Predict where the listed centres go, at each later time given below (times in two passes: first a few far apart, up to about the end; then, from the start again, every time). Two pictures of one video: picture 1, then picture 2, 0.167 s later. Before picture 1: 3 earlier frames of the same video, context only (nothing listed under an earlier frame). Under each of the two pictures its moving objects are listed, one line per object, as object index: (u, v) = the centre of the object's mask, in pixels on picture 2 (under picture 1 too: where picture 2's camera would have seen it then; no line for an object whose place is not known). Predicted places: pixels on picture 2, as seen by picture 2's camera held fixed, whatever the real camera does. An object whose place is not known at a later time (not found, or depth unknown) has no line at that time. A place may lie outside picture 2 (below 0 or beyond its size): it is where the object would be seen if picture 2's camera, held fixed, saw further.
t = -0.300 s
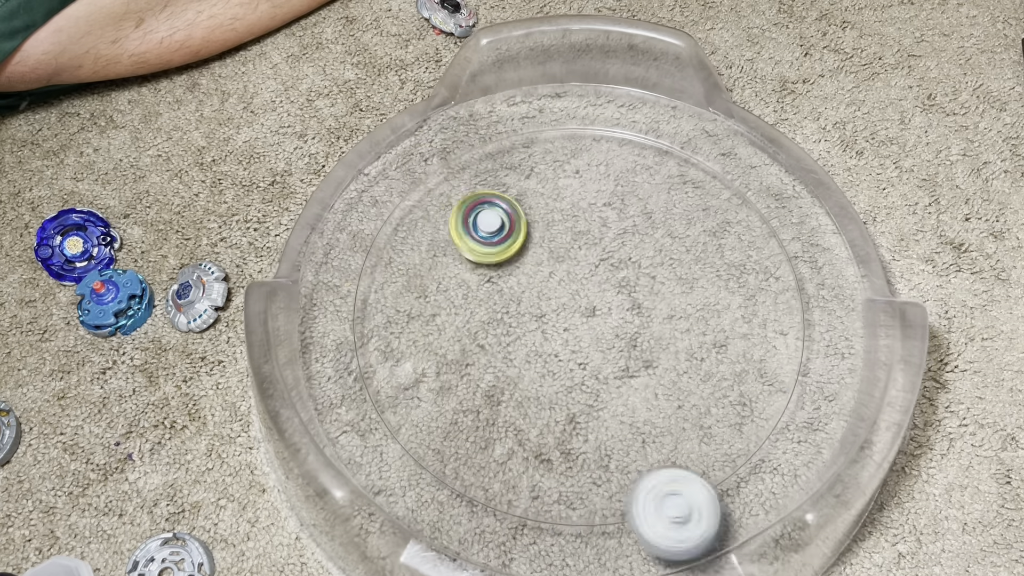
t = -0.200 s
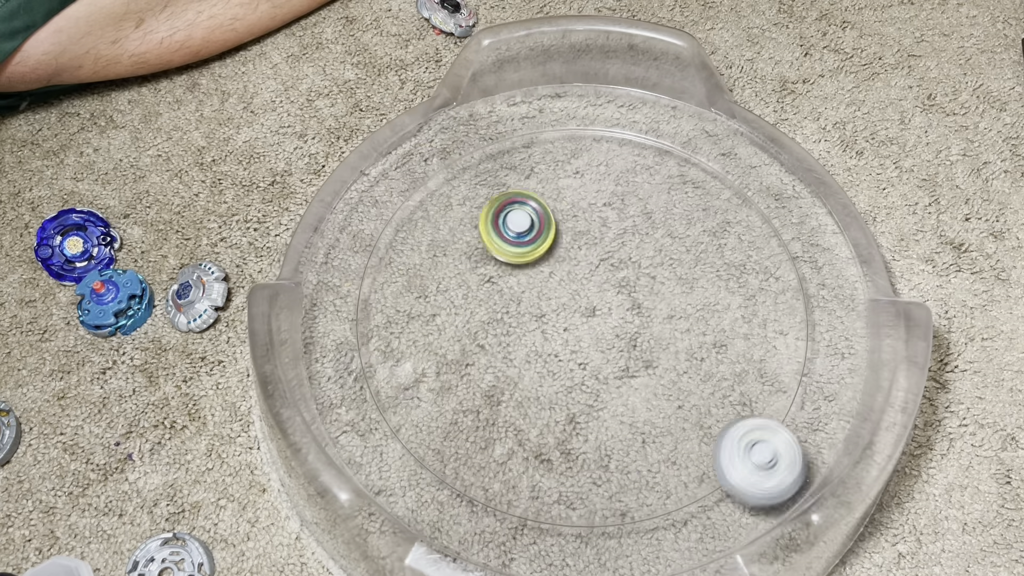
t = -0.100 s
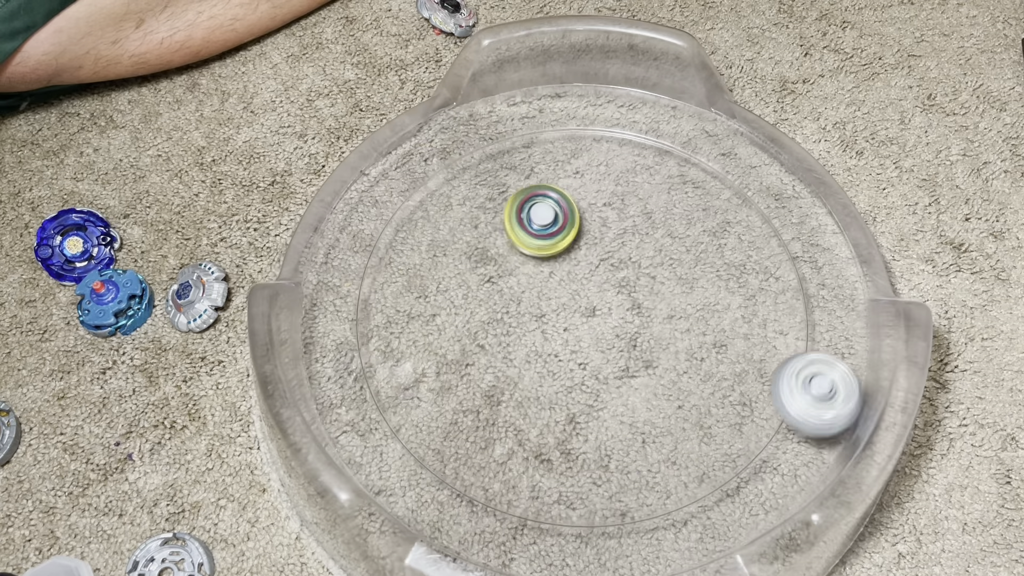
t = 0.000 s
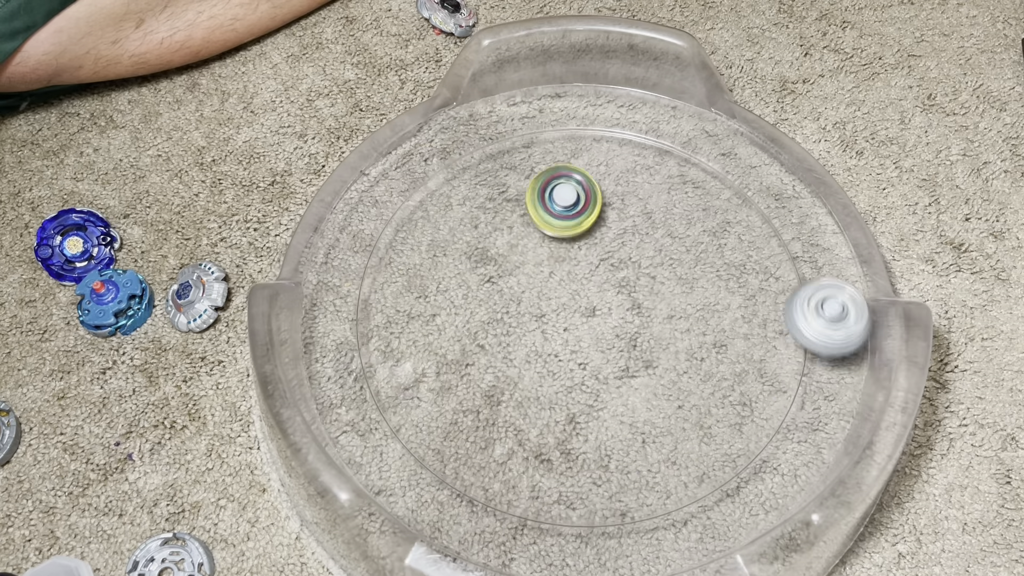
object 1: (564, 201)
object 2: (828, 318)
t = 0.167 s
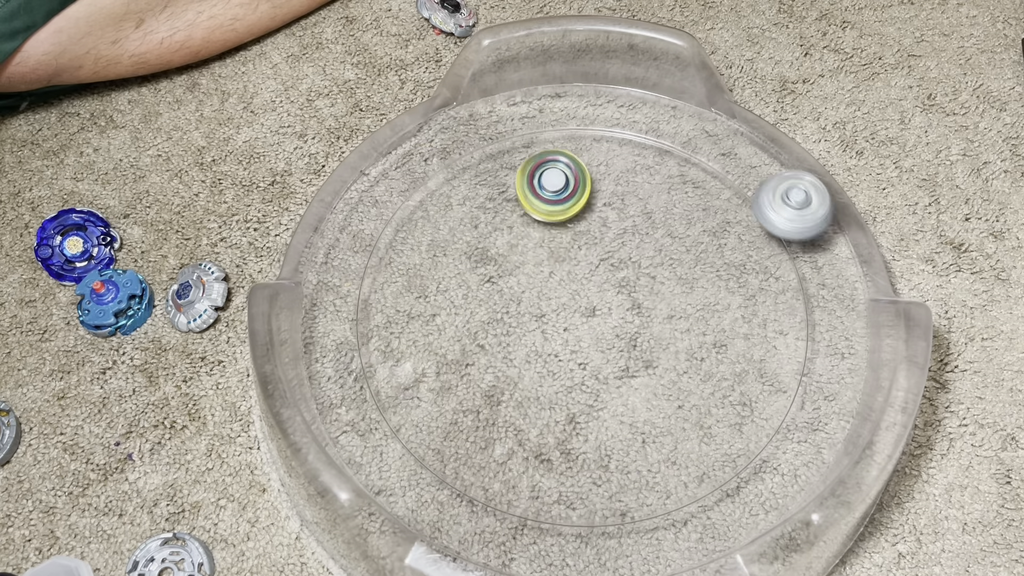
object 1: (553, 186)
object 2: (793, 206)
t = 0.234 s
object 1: (548, 200)
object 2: (765, 172)
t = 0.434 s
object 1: (623, 234)
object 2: (644, 123)
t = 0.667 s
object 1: (614, 191)
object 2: (482, 186)
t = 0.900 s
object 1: (663, 291)
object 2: (445, 355)
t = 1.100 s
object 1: (718, 235)
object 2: (572, 455)
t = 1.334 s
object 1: (610, 295)
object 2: (734, 388)
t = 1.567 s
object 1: (718, 394)
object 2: (697, 247)
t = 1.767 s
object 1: (737, 310)
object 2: (577, 219)
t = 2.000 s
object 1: (567, 328)
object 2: (471, 309)
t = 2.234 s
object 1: (569, 486)
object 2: (481, 400)
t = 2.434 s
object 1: (668, 456)
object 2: (553, 420)
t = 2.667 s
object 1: (829, 309)
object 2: (369, 250)
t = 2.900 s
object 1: (683, 185)
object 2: (339, 270)
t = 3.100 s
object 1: (511, 227)
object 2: (383, 325)
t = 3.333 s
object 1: (501, 351)
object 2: (457, 475)
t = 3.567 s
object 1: (652, 381)
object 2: (614, 524)
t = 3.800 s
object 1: (720, 264)
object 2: (668, 518)
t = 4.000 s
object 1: (619, 221)
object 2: (725, 451)
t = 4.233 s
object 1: (525, 313)
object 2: (698, 356)
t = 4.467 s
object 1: (582, 423)
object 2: (597, 296)
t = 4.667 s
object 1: (685, 398)
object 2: (511, 297)
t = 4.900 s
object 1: (642, 290)
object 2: (466, 332)
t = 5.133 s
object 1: (515, 286)
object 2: (478, 350)
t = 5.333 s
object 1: (469, 273)
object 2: (521, 438)
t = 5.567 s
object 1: (488, 314)
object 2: (637, 408)
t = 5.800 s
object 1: (577, 280)
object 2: (681, 327)
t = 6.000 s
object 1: (578, 222)
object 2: (770, 300)
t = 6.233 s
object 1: (577, 218)
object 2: (748, 231)
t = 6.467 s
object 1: (620, 274)
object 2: (669, 215)
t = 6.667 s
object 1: (633, 367)
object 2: (604, 209)
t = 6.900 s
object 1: (702, 393)
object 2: (541, 286)
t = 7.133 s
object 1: (662, 343)
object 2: (545, 375)
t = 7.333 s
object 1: (573, 337)
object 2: (589, 419)
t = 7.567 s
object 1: (494, 368)
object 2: (625, 415)
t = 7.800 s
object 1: (519, 397)
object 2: (629, 390)
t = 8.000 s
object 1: (536, 343)
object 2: (668, 348)
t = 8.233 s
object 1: (529, 270)
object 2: (641, 282)
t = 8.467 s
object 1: (508, 237)
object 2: (584, 258)
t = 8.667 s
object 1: (484, 269)
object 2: (591, 275)
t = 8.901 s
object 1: (508, 328)
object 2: (634, 275)
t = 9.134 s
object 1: (599, 353)
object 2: (624, 272)
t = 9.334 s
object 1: (656, 461)
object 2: (599, 219)
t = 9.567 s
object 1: (703, 460)
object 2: (566, 276)
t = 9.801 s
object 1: (699, 372)
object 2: (571, 345)
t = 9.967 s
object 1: (668, 310)
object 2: (592, 380)
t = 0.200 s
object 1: (548, 191)
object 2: (780, 188)
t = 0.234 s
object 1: (548, 200)
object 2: (765, 172)
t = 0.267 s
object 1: (554, 210)
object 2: (747, 158)
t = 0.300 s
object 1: (562, 220)
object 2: (729, 146)
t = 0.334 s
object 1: (573, 228)
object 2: (709, 137)
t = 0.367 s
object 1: (588, 234)
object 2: (688, 131)
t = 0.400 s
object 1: (604, 236)
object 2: (666, 126)
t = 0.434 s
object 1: (623, 234)
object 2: (644, 123)
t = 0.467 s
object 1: (638, 230)
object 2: (620, 122)
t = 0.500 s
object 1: (648, 221)
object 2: (590, 127)
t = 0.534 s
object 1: (653, 210)
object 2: (565, 134)
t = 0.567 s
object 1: (652, 197)
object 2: (543, 144)
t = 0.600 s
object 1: (644, 188)
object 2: (522, 155)
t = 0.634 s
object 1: (630, 185)
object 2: (501, 170)
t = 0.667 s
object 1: (614, 191)
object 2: (482, 186)
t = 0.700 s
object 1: (603, 204)
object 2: (466, 206)
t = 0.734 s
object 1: (599, 221)
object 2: (452, 228)
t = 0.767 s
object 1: (602, 240)
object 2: (442, 252)
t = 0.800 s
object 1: (611, 260)
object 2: (436, 278)
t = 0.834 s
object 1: (626, 275)
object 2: (434, 303)
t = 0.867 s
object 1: (643, 286)
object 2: (437, 329)
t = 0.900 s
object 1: (663, 291)
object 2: (445, 355)
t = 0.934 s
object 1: (685, 291)
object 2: (457, 379)
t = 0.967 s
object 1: (702, 285)
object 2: (473, 400)
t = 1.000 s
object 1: (715, 275)
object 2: (494, 419)
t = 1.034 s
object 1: (724, 262)
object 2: (518, 435)
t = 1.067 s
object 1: (725, 248)
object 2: (544, 447)
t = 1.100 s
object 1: (718, 235)
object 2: (572, 455)
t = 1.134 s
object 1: (704, 227)
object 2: (601, 458)
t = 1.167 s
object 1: (685, 225)
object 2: (629, 456)
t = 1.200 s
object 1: (665, 230)
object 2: (657, 450)
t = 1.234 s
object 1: (646, 240)
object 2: (682, 439)
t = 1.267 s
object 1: (630, 255)
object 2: (703, 425)
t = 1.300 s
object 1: (617, 274)
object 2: (721, 407)
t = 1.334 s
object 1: (610, 295)
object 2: (734, 388)
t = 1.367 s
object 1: (609, 318)
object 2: (743, 366)
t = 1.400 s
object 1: (614, 339)
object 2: (747, 344)
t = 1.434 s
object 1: (626, 360)
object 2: (746, 322)
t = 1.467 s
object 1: (643, 379)
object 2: (740, 300)
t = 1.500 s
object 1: (666, 391)
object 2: (729, 280)
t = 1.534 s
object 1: (692, 397)
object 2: (715, 262)
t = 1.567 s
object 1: (718, 394)
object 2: (697, 247)
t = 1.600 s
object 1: (740, 383)
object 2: (678, 234)
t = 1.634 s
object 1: (756, 368)
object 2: (657, 226)
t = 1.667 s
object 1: (761, 351)
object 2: (634, 219)
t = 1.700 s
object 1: (760, 343)
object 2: (623, 217)
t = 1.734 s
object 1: (752, 326)
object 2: (600, 217)
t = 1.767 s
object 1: (737, 310)
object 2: (577, 219)
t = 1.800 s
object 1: (716, 297)
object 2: (555, 224)
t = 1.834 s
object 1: (691, 290)
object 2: (535, 232)
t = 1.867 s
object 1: (664, 287)
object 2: (517, 243)
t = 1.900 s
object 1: (637, 290)
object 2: (500, 257)
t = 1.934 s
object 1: (611, 298)
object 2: (487, 272)
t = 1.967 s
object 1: (587, 311)
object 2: (477, 290)
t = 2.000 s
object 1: (567, 328)
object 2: (471, 309)
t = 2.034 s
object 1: (552, 349)
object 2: (467, 328)
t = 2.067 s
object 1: (544, 372)
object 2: (465, 343)
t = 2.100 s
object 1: (546, 395)
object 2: (459, 356)
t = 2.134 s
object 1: (543, 418)
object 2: (460, 365)
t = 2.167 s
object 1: (545, 441)
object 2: (465, 379)
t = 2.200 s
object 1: (554, 464)
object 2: (472, 390)
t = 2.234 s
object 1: (569, 486)
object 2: (481, 400)
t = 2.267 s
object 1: (587, 503)
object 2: (490, 409)
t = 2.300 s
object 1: (610, 507)
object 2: (502, 416)
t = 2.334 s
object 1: (636, 496)
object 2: (514, 420)
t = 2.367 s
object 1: (651, 486)
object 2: (527, 423)
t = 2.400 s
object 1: (663, 474)
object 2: (540, 422)
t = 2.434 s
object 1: (668, 456)
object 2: (553, 420)
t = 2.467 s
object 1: (669, 436)
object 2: (564, 415)
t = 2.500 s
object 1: (665, 415)
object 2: (575, 410)
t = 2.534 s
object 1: (732, 403)
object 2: (528, 374)
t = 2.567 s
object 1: (799, 389)
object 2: (472, 338)
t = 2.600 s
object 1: (820, 361)
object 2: (426, 309)
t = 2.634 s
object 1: (833, 336)
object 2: (396, 274)
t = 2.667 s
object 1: (829, 309)
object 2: (369, 250)
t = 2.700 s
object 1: (821, 284)
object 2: (346, 231)
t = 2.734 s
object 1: (808, 261)
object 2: (331, 222)
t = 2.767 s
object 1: (790, 239)
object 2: (322, 224)
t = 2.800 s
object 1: (766, 218)
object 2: (323, 237)
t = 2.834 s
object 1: (740, 202)
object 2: (325, 251)
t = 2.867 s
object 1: (712, 191)
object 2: (330, 261)
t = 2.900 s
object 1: (683, 185)
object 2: (339, 270)
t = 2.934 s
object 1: (652, 182)
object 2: (346, 277)
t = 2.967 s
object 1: (621, 183)
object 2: (352, 284)
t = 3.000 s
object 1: (591, 188)
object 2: (357, 291)
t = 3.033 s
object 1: (562, 198)
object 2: (364, 302)
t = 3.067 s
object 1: (535, 211)
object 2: (374, 315)
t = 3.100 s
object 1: (511, 227)
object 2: (383, 325)
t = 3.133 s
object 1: (490, 247)
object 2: (395, 335)
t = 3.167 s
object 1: (473, 269)
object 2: (409, 345)
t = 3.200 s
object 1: (462, 292)
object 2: (424, 356)
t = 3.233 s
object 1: (471, 296)
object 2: (415, 398)
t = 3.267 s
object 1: (480, 310)
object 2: (418, 431)
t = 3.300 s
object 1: (489, 329)
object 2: (433, 457)
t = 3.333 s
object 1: (501, 351)
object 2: (457, 475)
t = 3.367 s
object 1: (513, 369)
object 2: (484, 486)
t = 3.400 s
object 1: (529, 387)
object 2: (511, 492)
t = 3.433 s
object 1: (549, 401)
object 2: (538, 495)
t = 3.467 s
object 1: (571, 409)
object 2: (564, 495)
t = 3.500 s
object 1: (594, 413)
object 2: (591, 491)
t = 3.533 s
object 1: (623, 405)
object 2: (609, 497)
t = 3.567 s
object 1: (652, 381)
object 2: (614, 524)
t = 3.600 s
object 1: (677, 363)
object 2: (616, 546)
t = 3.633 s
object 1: (699, 347)
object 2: (622, 552)
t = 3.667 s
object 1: (714, 332)
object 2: (628, 545)
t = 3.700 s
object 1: (724, 316)
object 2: (637, 538)
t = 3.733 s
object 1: (728, 298)
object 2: (648, 531)
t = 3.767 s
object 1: (726, 280)
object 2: (659, 524)
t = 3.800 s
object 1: (720, 264)
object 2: (668, 518)
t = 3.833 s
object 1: (709, 249)
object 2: (678, 513)
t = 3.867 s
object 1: (695, 236)
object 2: (689, 506)
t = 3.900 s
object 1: (678, 227)
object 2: (703, 494)
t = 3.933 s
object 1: (659, 221)
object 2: (715, 479)
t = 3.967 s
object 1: (639, 219)
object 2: (722, 465)
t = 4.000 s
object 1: (619, 221)
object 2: (725, 451)
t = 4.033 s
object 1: (599, 226)
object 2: (726, 439)
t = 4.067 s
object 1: (581, 234)
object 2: (725, 427)
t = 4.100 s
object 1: (564, 246)
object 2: (723, 414)
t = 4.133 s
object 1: (550, 261)
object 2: (720, 399)
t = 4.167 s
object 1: (538, 277)
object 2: (715, 384)
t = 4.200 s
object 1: (530, 295)
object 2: (708, 370)
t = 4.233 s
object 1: (525, 313)
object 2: (698, 356)
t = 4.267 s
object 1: (522, 332)
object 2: (686, 343)
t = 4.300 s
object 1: (524, 351)
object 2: (673, 331)
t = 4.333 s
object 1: (529, 369)
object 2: (659, 321)
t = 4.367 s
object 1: (537, 386)
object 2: (644, 313)
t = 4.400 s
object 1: (550, 401)
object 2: (628, 306)
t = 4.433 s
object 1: (565, 414)
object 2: (612, 300)
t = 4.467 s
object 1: (582, 423)
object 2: (597, 296)
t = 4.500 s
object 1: (601, 429)
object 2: (581, 293)
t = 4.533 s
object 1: (622, 431)
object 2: (566, 292)
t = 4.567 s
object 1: (640, 429)
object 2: (551, 291)
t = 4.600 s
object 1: (659, 422)
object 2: (537, 292)
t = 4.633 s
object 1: (674, 412)
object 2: (524, 294)
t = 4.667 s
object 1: (685, 398)
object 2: (511, 297)
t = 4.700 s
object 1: (691, 381)
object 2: (500, 302)
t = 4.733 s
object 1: (694, 364)
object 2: (489, 306)
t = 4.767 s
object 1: (691, 346)
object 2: (480, 311)
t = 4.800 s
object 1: (683, 330)
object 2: (474, 317)
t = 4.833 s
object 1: (673, 314)
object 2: (470, 322)
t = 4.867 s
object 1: (659, 301)
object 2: (467, 328)
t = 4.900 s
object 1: (642, 290)
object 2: (466, 332)
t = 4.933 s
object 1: (624, 281)
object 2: (466, 336)
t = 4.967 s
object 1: (606, 275)
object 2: (467, 339)
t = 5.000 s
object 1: (586, 272)
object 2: (469, 342)
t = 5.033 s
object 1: (566, 272)
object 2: (471, 344)
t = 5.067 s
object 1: (548, 274)
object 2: (473, 346)
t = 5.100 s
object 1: (531, 279)
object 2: (475, 347)
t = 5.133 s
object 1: (515, 286)
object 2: (478, 350)
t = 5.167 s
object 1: (506, 283)
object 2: (475, 363)
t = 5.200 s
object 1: (496, 287)
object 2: (479, 370)
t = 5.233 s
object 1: (486, 295)
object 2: (484, 374)
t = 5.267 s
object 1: (479, 297)
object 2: (492, 386)
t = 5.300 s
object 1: (473, 281)
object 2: (504, 418)
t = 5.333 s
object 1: (469, 273)
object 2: (521, 438)
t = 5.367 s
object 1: (464, 272)
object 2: (541, 448)
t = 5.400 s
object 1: (460, 276)
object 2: (561, 450)
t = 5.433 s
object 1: (458, 283)
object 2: (580, 446)
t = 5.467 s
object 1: (460, 292)
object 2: (597, 439)
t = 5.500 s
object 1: (465, 300)
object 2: (613, 431)
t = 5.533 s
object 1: (475, 308)
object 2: (627, 420)
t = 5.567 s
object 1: (488, 314)
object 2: (637, 408)
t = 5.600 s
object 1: (504, 318)
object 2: (646, 395)
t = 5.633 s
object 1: (520, 319)
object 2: (653, 382)
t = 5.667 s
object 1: (536, 317)
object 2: (657, 369)
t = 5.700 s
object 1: (552, 312)
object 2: (660, 355)
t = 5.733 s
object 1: (566, 306)
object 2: (661, 341)
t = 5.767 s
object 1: (580, 298)
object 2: (660, 328)
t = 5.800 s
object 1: (577, 280)
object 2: (681, 327)
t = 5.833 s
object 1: (568, 263)
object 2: (716, 340)
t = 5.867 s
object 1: (567, 252)
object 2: (738, 342)
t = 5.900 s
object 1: (568, 244)
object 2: (753, 338)
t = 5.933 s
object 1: (572, 237)
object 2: (762, 327)
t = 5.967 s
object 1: (576, 229)
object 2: (767, 313)
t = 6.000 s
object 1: (578, 222)
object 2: (770, 300)
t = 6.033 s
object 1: (579, 215)
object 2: (771, 287)
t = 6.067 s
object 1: (579, 210)
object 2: (770, 275)
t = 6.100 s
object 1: (578, 206)
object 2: (768, 263)
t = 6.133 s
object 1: (577, 205)
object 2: (765, 253)
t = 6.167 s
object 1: (576, 208)
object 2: (760, 244)
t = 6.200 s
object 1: (576, 212)
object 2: (754, 237)
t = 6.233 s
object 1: (577, 218)
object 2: (748, 231)
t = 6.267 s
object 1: (578, 225)
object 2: (740, 226)
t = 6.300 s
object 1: (582, 234)
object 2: (732, 222)
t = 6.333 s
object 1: (587, 242)
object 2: (723, 219)
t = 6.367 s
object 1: (594, 251)
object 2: (712, 216)
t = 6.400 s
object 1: (602, 259)
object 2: (699, 214)
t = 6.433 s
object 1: (611, 267)
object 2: (684, 214)
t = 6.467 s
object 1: (620, 274)
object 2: (669, 215)
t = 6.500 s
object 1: (615, 295)
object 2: (666, 203)
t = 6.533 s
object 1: (611, 316)
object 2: (658, 196)
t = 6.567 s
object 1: (613, 332)
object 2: (645, 196)
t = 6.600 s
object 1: (618, 345)
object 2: (631, 198)
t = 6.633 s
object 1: (625, 357)
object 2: (618, 203)
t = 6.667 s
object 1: (633, 367)
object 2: (604, 209)
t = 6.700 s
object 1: (642, 377)
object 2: (592, 217)
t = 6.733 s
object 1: (653, 385)
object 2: (580, 226)
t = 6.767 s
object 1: (662, 391)
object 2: (570, 236)
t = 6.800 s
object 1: (674, 395)
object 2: (561, 248)
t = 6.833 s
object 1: (684, 397)
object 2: (553, 260)
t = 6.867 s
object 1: (694, 396)
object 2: (546, 272)
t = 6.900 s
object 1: (702, 393)
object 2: (541, 286)
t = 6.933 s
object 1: (707, 387)
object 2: (537, 299)
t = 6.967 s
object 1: (708, 379)
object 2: (535, 312)
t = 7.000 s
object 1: (706, 371)
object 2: (534, 326)
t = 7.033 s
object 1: (699, 362)
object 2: (535, 339)
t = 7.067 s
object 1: (688, 354)
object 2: (536, 352)
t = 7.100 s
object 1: (676, 348)
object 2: (540, 364)
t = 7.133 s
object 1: (662, 343)
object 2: (545, 375)
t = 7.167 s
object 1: (648, 339)
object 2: (551, 386)
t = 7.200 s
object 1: (633, 336)
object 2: (558, 395)
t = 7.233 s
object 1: (618, 334)
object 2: (566, 404)
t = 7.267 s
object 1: (602, 335)
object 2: (574, 410)
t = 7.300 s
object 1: (587, 335)
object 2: (582, 415)
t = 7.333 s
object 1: (573, 337)
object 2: (589, 419)
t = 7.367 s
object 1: (558, 338)
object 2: (597, 422)
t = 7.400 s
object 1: (544, 342)
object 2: (604, 423)
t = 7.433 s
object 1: (532, 346)
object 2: (610, 423)
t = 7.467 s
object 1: (520, 350)
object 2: (615, 422)
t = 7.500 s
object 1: (510, 356)
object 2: (620, 421)
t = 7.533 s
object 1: (502, 362)
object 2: (623, 418)
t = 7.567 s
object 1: (494, 368)
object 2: (625, 415)
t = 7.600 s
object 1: (489, 375)
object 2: (626, 412)
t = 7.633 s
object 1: (486, 383)
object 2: (628, 409)
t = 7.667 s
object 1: (487, 390)
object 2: (628, 406)
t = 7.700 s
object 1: (493, 396)
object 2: (629, 402)
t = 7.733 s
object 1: (500, 399)
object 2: (629, 398)
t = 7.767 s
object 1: (509, 400)
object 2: (629, 394)
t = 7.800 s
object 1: (519, 397)
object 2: (629, 390)
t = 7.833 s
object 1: (529, 393)
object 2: (628, 385)
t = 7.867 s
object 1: (539, 385)
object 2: (627, 380)
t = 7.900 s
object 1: (540, 375)
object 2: (636, 374)
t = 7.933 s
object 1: (535, 365)
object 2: (656, 368)
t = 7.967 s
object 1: (535, 354)
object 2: (665, 359)
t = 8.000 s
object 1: (536, 343)
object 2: (668, 348)
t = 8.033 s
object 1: (537, 331)
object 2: (668, 337)
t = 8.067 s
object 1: (537, 320)
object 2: (667, 326)
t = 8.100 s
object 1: (536, 309)
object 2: (664, 316)
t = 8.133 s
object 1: (535, 298)
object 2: (660, 306)
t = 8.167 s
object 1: (533, 288)
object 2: (654, 298)
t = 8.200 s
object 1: (531, 279)
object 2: (648, 289)
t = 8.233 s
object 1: (529, 270)
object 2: (641, 282)
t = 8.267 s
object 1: (526, 261)
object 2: (633, 276)
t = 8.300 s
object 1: (524, 254)
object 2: (625, 271)
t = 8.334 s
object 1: (520, 247)
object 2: (616, 266)
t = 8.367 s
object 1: (516, 242)
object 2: (608, 263)
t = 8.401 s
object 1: (513, 239)
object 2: (600, 261)
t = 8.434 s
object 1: (510, 237)
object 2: (591, 259)
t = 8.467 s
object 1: (508, 237)
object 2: (584, 258)
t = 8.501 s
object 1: (495, 235)
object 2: (591, 263)
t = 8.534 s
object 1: (486, 238)
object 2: (595, 268)
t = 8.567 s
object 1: (481, 243)
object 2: (596, 271)
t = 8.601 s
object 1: (478, 250)
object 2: (594, 272)
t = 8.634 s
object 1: (479, 259)
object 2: (593, 273)
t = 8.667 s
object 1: (484, 269)
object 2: (591, 275)
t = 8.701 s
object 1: (490, 278)
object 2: (589, 276)
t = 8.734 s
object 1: (499, 286)
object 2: (587, 277)
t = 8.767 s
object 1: (508, 293)
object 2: (587, 279)
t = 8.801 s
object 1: (496, 303)
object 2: (609, 278)
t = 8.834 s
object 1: (494, 311)
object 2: (625, 277)
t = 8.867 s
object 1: (499, 320)
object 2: (633, 276)
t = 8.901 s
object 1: (508, 328)
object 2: (634, 275)
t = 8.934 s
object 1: (518, 336)
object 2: (634, 274)
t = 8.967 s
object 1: (530, 342)
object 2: (633, 272)
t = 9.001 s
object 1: (543, 347)
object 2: (631, 271)
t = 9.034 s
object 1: (557, 351)
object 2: (630, 271)
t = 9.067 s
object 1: (571, 353)
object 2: (628, 271)
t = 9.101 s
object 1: (585, 353)
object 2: (627, 271)
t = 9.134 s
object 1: (599, 353)
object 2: (624, 272)
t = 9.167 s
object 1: (612, 351)
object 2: (622, 273)
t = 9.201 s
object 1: (624, 347)
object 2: (620, 274)
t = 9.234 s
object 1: (634, 358)
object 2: (619, 262)
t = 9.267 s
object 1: (638, 397)
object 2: (615, 239)
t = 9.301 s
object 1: (645, 429)
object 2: (609, 224)
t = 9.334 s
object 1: (656, 461)
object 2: (599, 219)
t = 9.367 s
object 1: (671, 485)
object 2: (592, 222)
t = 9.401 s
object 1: (685, 504)
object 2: (587, 229)
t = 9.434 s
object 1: (687, 498)
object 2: (581, 238)
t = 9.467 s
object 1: (689, 490)
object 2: (576, 246)
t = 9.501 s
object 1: (693, 479)
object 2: (572, 256)
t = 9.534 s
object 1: (697, 469)
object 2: (569, 266)
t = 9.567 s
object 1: (703, 460)
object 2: (566, 276)
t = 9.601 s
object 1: (706, 450)
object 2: (564, 286)
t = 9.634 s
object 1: (708, 438)
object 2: (563, 296)
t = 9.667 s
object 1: (709, 425)
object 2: (563, 307)
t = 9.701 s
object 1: (708, 412)
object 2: (564, 317)
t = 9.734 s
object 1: (706, 399)
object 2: (565, 326)
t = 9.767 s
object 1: (703, 386)
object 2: (568, 336)
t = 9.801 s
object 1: (699, 372)
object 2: (571, 345)
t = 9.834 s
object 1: (694, 360)
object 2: (574, 354)
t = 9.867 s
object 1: (688, 347)
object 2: (579, 362)
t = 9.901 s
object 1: (682, 336)
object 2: (584, 369)
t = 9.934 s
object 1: (677, 323)
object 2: (588, 375)
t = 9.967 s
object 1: (668, 310)
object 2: (592, 380)
